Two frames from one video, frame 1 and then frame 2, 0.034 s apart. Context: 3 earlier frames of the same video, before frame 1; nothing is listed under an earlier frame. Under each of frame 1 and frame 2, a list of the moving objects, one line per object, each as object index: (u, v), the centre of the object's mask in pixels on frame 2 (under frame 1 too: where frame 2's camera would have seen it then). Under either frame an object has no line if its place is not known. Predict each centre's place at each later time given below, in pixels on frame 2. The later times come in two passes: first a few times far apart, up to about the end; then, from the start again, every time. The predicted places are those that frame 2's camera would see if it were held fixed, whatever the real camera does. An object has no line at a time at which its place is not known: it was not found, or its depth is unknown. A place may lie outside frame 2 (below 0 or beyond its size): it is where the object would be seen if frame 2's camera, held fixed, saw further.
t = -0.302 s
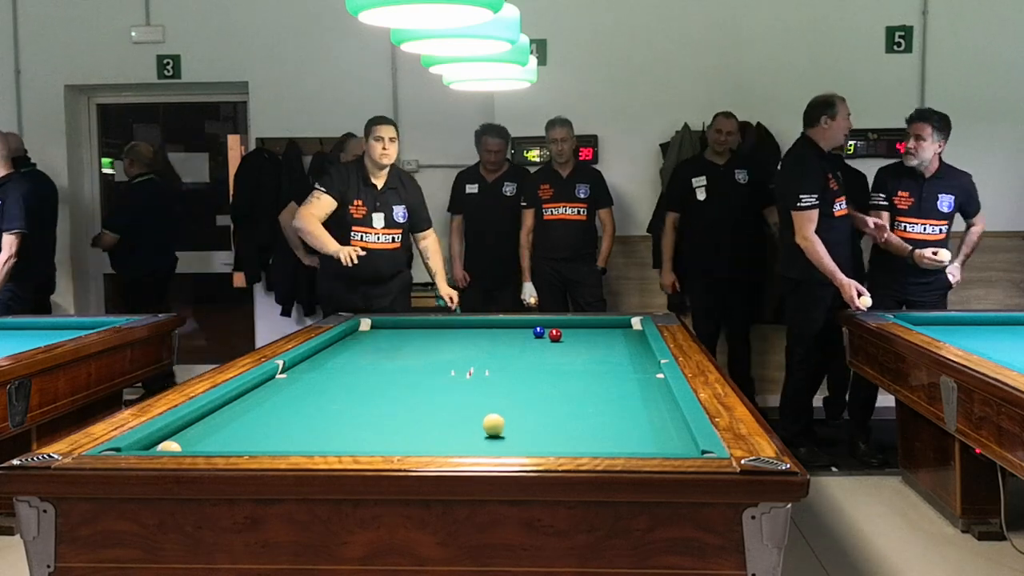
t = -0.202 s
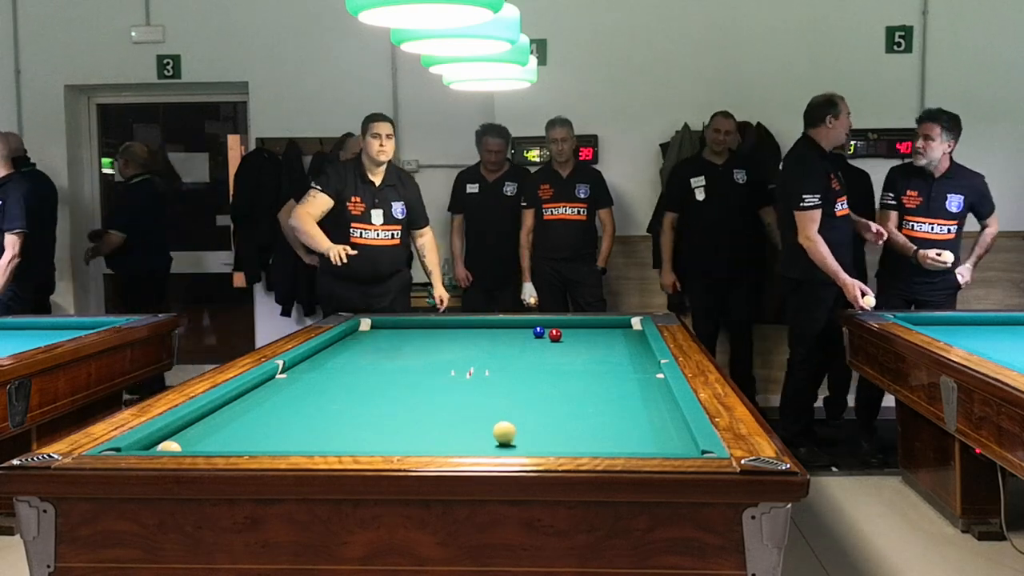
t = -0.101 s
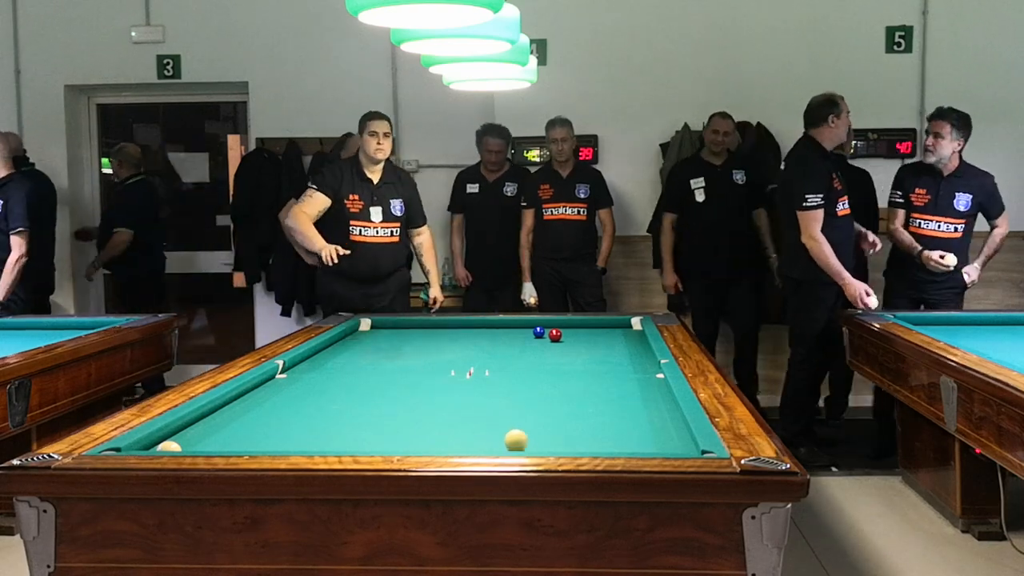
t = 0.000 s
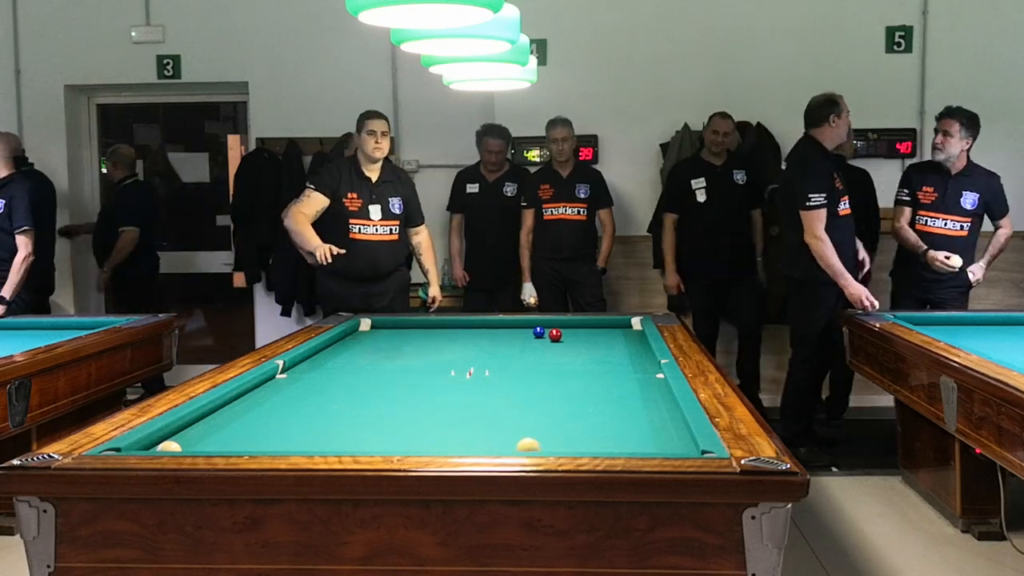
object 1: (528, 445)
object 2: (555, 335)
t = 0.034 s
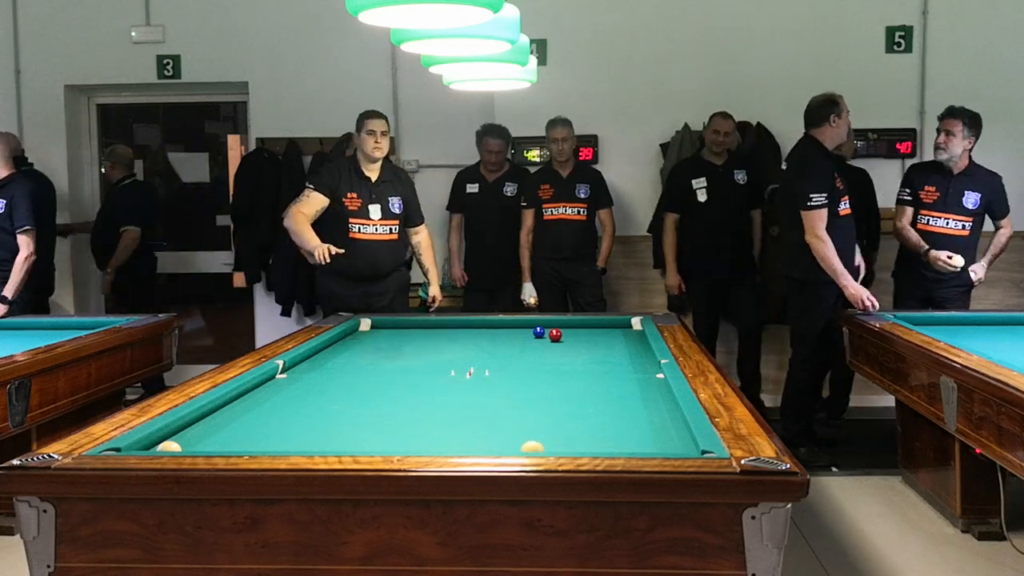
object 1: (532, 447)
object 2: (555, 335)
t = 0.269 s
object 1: (560, 444)
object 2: (555, 335)
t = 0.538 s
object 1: (586, 433)
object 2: (555, 335)
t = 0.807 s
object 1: (608, 420)
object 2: (555, 334)
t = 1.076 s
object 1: (628, 409)
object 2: (555, 335)
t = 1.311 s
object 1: (644, 400)
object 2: (555, 335)
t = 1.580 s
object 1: (660, 391)
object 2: (555, 335)
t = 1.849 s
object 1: (648, 384)
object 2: (555, 335)
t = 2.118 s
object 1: (637, 377)
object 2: (555, 334)
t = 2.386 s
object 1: (627, 372)
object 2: (555, 335)
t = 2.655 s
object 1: (618, 367)
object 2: (555, 334)
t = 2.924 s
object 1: (610, 362)
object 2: (555, 334)
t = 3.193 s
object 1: (603, 358)
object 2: (555, 335)
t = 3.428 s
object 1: (596, 354)
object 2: (555, 335)
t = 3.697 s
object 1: (590, 350)
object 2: (555, 335)
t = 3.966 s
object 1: (584, 347)
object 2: (555, 335)
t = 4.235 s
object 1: (578, 344)
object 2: (555, 335)
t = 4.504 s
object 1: (573, 341)
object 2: (555, 335)
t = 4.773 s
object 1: (567, 338)
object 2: (555, 334)
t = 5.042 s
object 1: (564, 336)
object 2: (552, 334)
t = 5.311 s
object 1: (567, 335)
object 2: (546, 333)
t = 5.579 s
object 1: (570, 334)
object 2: (541, 333)
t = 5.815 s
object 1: (572, 333)
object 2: (538, 333)
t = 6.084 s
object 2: (534, 332)
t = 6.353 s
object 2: (532, 331)
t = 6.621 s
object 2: (530, 331)
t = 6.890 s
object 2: (528, 332)
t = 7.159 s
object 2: (527, 332)
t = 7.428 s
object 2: (527, 332)
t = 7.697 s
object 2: (527, 332)
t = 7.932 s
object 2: (527, 332)
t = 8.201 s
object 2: (527, 332)
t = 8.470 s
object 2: (527, 332)
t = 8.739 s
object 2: (527, 332)
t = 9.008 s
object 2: (527, 332)
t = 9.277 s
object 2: (527, 332)
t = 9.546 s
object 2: (527, 332)
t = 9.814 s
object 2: (527, 332)
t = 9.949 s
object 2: (527, 332)
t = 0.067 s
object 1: (536, 448)
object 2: (555, 335)
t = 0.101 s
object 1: (541, 449)
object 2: (555, 335)
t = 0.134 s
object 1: (545, 448)
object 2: (555, 335)
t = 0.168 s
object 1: (549, 447)
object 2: (555, 335)
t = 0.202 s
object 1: (552, 446)
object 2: (555, 335)
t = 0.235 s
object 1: (556, 445)
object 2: (555, 335)
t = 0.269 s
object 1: (560, 444)
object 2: (555, 335)
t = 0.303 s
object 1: (563, 443)
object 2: (555, 335)
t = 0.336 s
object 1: (567, 442)
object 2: (555, 335)
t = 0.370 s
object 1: (570, 440)
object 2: (555, 335)
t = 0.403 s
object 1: (573, 439)
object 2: (555, 335)
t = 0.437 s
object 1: (576, 438)
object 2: (555, 335)
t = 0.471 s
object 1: (579, 436)
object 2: (555, 334)
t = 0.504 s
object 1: (582, 434)
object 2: (555, 335)
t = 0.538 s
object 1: (586, 433)
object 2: (555, 335)
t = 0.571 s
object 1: (588, 431)
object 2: (555, 334)
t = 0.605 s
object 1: (591, 429)
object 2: (555, 334)
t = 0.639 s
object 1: (594, 428)
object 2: (555, 335)
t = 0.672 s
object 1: (597, 426)
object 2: (555, 335)
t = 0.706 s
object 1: (600, 425)
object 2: (555, 335)
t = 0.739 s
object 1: (603, 423)
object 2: (555, 335)
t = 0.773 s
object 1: (606, 421)
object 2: (555, 335)
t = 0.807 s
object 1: (608, 420)
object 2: (555, 334)
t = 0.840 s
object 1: (611, 418)
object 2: (555, 335)
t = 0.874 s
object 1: (613, 417)
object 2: (555, 335)
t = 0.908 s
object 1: (616, 415)
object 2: (555, 335)
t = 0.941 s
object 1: (619, 414)
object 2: (555, 335)
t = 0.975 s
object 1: (621, 412)
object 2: (555, 335)
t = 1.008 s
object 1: (624, 411)
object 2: (555, 335)
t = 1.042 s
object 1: (626, 410)
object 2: (555, 335)
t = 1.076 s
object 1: (628, 409)
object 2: (555, 335)
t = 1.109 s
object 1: (631, 407)
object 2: (555, 335)
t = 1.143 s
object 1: (633, 406)
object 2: (555, 335)
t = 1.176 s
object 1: (635, 405)
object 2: (555, 335)
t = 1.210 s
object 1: (638, 403)
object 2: (555, 335)
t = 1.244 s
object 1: (640, 402)
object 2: (555, 335)
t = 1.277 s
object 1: (642, 401)
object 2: (555, 335)
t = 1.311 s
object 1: (644, 400)
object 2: (555, 335)
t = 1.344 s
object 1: (646, 398)
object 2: (555, 335)
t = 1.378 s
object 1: (648, 397)
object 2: (555, 334)
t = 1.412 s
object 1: (650, 396)
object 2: (555, 335)
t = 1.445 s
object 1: (652, 395)
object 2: (555, 335)
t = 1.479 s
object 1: (654, 394)
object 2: (555, 335)
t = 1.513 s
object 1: (656, 393)
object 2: (555, 335)
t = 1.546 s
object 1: (659, 391)
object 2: (555, 335)
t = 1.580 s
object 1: (660, 391)
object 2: (555, 335)
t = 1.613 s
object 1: (659, 390)
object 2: (555, 335)
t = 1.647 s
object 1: (657, 389)
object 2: (555, 335)
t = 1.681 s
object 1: (656, 388)
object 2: (555, 335)
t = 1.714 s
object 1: (654, 387)
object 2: (555, 335)
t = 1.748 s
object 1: (653, 386)
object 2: (555, 335)
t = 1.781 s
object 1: (651, 385)
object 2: (555, 335)
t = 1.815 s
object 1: (649, 385)
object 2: (555, 335)
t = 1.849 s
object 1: (648, 384)
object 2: (555, 335)
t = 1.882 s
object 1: (647, 383)
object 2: (555, 335)
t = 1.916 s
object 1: (645, 382)
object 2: (555, 335)
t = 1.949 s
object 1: (644, 381)
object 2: (555, 335)
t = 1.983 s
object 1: (643, 380)
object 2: (555, 335)
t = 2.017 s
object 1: (641, 380)
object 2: (555, 335)
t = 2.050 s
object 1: (640, 379)
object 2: (555, 335)
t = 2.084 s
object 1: (639, 378)
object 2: (555, 334)
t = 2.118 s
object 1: (637, 377)
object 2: (555, 334)
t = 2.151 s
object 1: (636, 377)
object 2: (555, 334)
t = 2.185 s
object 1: (635, 376)
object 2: (555, 334)
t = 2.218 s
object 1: (634, 375)
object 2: (555, 334)
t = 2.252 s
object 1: (632, 375)
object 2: (555, 334)
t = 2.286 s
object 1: (631, 374)
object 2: (555, 334)
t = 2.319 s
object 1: (630, 373)
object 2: (555, 334)
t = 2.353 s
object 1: (629, 372)
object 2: (555, 335)
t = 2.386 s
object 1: (627, 372)
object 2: (555, 335)
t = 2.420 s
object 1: (626, 371)
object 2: (555, 335)
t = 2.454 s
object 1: (625, 370)
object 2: (555, 335)
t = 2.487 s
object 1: (624, 370)
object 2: (555, 335)
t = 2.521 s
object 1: (623, 369)
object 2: (555, 335)
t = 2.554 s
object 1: (622, 368)
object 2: (555, 334)
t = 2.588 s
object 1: (621, 368)
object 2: (555, 334)
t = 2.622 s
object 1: (619, 367)
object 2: (555, 334)
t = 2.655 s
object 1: (618, 367)
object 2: (555, 334)
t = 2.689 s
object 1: (617, 366)
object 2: (555, 334)
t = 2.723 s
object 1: (616, 365)
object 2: (555, 335)
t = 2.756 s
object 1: (615, 365)
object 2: (555, 334)
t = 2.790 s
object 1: (614, 364)
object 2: (555, 334)
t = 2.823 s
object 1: (613, 364)
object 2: (555, 334)
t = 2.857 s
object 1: (612, 363)
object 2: (555, 334)
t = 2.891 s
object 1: (611, 362)
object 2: (555, 334)
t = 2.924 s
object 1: (610, 362)
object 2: (555, 334)
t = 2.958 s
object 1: (609, 361)
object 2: (555, 335)
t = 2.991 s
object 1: (608, 361)
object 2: (555, 335)
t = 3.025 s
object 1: (607, 360)
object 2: (555, 335)
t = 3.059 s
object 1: (606, 360)
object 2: (555, 335)
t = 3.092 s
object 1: (605, 359)
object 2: (555, 335)
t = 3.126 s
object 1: (604, 359)
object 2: (555, 335)
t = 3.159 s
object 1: (604, 358)
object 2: (555, 335)
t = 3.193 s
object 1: (603, 358)
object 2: (555, 335)
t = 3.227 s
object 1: (602, 357)
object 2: (555, 335)
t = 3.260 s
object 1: (601, 356)
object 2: (555, 335)
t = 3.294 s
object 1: (600, 356)
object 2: (555, 335)
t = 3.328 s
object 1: (599, 355)
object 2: (555, 335)
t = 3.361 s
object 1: (598, 355)
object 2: (555, 335)
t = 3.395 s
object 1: (597, 354)
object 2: (555, 335)
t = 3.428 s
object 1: (596, 354)
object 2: (555, 335)
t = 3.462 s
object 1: (595, 354)
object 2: (555, 335)
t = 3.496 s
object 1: (595, 353)
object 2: (555, 335)
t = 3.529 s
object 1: (594, 353)
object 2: (555, 335)
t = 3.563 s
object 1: (593, 352)
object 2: (555, 335)
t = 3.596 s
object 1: (592, 352)
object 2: (555, 335)
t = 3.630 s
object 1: (591, 351)
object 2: (555, 335)
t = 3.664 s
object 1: (590, 351)
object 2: (555, 335)
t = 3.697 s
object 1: (590, 350)
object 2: (555, 335)
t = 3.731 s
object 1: (589, 350)
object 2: (555, 335)
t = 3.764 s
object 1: (588, 350)
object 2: (555, 335)
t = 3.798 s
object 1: (587, 349)
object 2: (555, 335)
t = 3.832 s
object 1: (587, 349)
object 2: (555, 335)
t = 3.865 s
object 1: (586, 348)
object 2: (555, 335)
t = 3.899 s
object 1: (585, 348)
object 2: (555, 335)
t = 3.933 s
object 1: (584, 347)
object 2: (555, 335)
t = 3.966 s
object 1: (584, 347)
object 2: (555, 335)
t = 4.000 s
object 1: (583, 347)
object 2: (555, 335)
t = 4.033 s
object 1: (582, 346)
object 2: (555, 335)
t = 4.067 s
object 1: (581, 346)
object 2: (555, 335)
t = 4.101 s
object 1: (581, 346)
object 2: (555, 335)
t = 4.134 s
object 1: (580, 345)
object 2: (555, 335)
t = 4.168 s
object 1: (579, 345)
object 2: (555, 335)
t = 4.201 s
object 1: (578, 344)
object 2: (555, 335)
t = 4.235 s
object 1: (578, 344)
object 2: (555, 335)
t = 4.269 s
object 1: (577, 344)
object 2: (555, 335)
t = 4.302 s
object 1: (576, 343)
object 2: (555, 335)
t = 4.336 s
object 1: (576, 343)
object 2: (555, 335)
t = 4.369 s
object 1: (575, 342)
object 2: (555, 335)
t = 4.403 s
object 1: (574, 342)
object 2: (555, 335)
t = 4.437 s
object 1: (574, 342)
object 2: (555, 335)
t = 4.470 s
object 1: (573, 341)
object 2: (555, 335)
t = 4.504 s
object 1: (573, 341)
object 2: (555, 335)
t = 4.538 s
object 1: (572, 341)
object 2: (555, 335)
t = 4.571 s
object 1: (571, 340)
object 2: (555, 335)
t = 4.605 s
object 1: (571, 340)
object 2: (555, 335)
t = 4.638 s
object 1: (570, 340)
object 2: (555, 335)
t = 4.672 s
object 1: (569, 339)
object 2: (555, 334)
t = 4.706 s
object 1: (569, 339)
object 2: (555, 334)
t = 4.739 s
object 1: (568, 339)
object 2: (555, 334)
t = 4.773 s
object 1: (567, 338)
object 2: (555, 334)
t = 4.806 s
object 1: (567, 338)
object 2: (554, 335)
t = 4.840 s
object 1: (566, 338)
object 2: (554, 334)
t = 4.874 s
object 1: (565, 338)
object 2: (554, 335)
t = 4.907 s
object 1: (565, 337)
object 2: (554, 334)
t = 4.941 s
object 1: (564, 337)
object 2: (554, 334)
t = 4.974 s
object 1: (564, 336)
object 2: (553, 334)
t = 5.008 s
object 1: (564, 336)
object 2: (553, 334)
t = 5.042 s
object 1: (564, 336)
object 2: (552, 334)
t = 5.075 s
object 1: (565, 336)
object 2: (552, 334)
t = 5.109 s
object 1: (565, 336)
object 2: (551, 334)
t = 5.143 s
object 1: (565, 336)
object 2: (551, 334)
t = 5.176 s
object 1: (566, 336)
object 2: (550, 334)
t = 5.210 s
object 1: (566, 335)
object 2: (549, 334)
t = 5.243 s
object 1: (567, 335)
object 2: (548, 334)
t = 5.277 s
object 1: (567, 335)
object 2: (547, 333)
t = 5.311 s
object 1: (567, 335)
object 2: (546, 333)
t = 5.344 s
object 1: (568, 335)
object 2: (546, 333)
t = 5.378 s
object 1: (568, 335)
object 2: (545, 333)
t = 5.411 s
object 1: (568, 335)
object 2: (544, 333)
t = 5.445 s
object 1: (569, 335)
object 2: (544, 333)
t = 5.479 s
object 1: (569, 335)
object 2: (543, 333)
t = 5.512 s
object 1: (569, 334)
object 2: (542, 333)
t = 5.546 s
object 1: (569, 334)
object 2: (542, 333)
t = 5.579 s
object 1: (570, 334)
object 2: (541, 333)
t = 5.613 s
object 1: (570, 334)
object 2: (540, 333)
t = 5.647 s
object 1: (570, 334)
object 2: (540, 333)
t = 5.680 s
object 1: (571, 334)
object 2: (540, 333)
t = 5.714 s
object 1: (571, 334)
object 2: (539, 333)
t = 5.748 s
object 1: (571, 334)
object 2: (538, 332)
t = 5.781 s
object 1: (571, 333)
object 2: (538, 332)
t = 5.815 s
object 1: (572, 333)
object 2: (538, 333)
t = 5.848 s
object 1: (572, 333)
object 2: (537, 332)
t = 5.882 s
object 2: (536, 332)
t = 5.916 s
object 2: (536, 332)
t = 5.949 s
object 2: (536, 332)
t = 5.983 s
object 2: (535, 332)
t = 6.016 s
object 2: (535, 332)
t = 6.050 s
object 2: (535, 332)
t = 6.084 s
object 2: (534, 332)
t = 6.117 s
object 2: (534, 332)
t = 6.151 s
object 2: (534, 332)
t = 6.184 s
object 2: (533, 332)
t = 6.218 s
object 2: (533, 331)
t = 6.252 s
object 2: (533, 331)
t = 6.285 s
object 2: (533, 332)
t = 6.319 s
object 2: (532, 331)
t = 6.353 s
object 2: (532, 331)
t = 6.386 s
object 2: (532, 331)
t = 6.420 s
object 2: (532, 331)
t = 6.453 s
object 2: (531, 331)
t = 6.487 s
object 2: (531, 331)
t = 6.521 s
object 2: (531, 331)
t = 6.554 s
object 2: (531, 331)
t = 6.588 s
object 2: (531, 331)
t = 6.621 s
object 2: (530, 331)
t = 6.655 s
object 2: (530, 332)
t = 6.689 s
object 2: (529, 332)
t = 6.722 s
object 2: (529, 332)
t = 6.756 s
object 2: (529, 332)
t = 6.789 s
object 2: (529, 332)
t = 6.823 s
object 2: (528, 332)
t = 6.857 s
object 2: (528, 332)
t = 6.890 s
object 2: (528, 332)
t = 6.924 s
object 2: (528, 332)
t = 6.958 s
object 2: (528, 332)
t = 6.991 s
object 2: (528, 332)
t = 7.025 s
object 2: (528, 332)
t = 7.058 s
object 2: (527, 332)
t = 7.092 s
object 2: (527, 332)
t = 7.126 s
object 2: (527, 332)
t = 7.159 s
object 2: (527, 332)
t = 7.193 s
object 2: (527, 332)
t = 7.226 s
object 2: (527, 332)
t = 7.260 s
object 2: (527, 332)
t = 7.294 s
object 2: (527, 332)
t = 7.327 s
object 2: (527, 332)
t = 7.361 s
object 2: (527, 332)
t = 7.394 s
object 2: (527, 332)
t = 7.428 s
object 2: (527, 332)
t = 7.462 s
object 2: (527, 332)
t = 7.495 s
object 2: (527, 332)
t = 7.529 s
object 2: (527, 332)
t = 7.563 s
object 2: (527, 332)
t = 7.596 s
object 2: (526, 332)
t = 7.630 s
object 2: (527, 332)
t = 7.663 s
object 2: (527, 332)
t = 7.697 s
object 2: (527, 332)
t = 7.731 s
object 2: (527, 332)
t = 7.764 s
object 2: (527, 332)
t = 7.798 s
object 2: (527, 332)
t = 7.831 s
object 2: (527, 332)
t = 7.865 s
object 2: (527, 332)
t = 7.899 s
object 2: (527, 332)
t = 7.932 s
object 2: (527, 332)
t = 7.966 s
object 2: (527, 332)
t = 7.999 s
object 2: (527, 332)
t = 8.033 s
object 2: (527, 332)
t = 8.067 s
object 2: (527, 332)
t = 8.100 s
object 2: (527, 332)
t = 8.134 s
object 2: (527, 332)
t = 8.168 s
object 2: (527, 332)
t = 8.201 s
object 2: (527, 332)
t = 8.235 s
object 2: (527, 332)
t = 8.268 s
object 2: (527, 332)
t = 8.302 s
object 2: (527, 332)
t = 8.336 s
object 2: (527, 332)
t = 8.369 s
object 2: (527, 332)
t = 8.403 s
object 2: (527, 332)
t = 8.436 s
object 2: (527, 332)
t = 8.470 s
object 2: (527, 332)
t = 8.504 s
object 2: (527, 332)
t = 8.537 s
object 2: (527, 332)
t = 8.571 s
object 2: (527, 332)
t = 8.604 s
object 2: (527, 332)
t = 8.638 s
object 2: (527, 332)
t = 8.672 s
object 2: (527, 332)
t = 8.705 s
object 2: (527, 332)
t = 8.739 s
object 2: (527, 332)
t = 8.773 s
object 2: (527, 332)
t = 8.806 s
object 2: (527, 332)
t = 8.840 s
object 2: (527, 332)
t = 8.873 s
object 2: (527, 332)
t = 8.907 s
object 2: (527, 332)
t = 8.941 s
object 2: (527, 332)
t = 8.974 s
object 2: (527, 332)
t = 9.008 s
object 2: (527, 332)
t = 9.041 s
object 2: (527, 332)
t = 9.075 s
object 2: (527, 332)
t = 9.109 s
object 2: (527, 332)
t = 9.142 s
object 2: (527, 332)
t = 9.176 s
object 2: (527, 332)
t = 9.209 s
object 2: (527, 332)
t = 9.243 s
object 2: (527, 332)
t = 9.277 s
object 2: (527, 332)
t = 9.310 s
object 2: (527, 332)
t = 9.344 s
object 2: (527, 332)
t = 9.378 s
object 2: (527, 332)
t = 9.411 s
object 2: (527, 332)
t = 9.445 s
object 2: (527, 332)
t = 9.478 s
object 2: (527, 332)
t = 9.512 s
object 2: (527, 332)
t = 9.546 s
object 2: (527, 332)
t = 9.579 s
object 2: (527, 332)
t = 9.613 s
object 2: (527, 332)
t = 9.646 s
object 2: (527, 332)
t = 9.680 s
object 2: (527, 332)
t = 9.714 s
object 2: (527, 332)
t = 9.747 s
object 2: (527, 332)
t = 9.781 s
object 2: (527, 332)
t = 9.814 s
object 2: (527, 332)
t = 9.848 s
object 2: (527, 332)
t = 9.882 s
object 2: (527, 332)
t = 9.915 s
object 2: (527, 332)
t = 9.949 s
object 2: (527, 332)
